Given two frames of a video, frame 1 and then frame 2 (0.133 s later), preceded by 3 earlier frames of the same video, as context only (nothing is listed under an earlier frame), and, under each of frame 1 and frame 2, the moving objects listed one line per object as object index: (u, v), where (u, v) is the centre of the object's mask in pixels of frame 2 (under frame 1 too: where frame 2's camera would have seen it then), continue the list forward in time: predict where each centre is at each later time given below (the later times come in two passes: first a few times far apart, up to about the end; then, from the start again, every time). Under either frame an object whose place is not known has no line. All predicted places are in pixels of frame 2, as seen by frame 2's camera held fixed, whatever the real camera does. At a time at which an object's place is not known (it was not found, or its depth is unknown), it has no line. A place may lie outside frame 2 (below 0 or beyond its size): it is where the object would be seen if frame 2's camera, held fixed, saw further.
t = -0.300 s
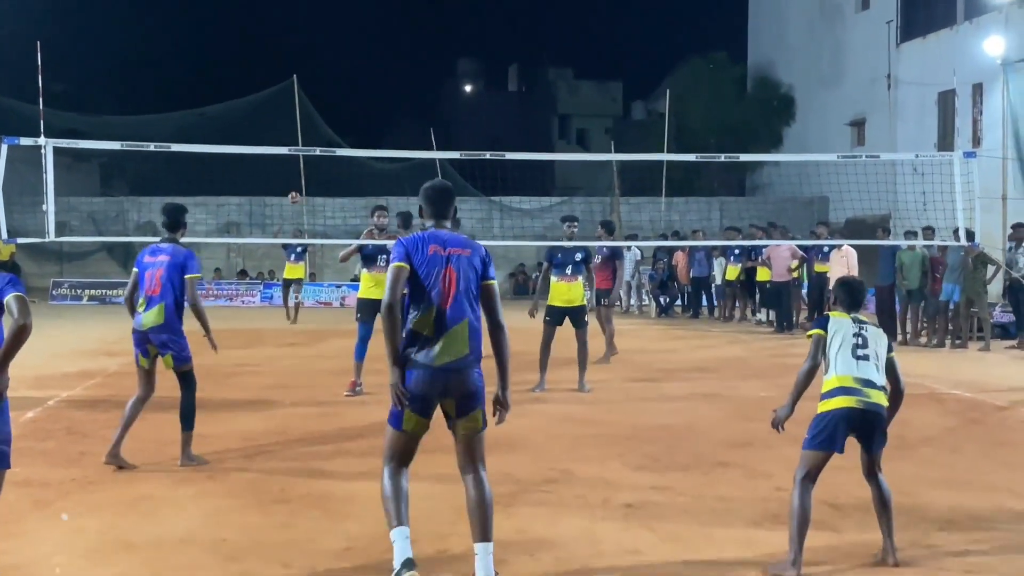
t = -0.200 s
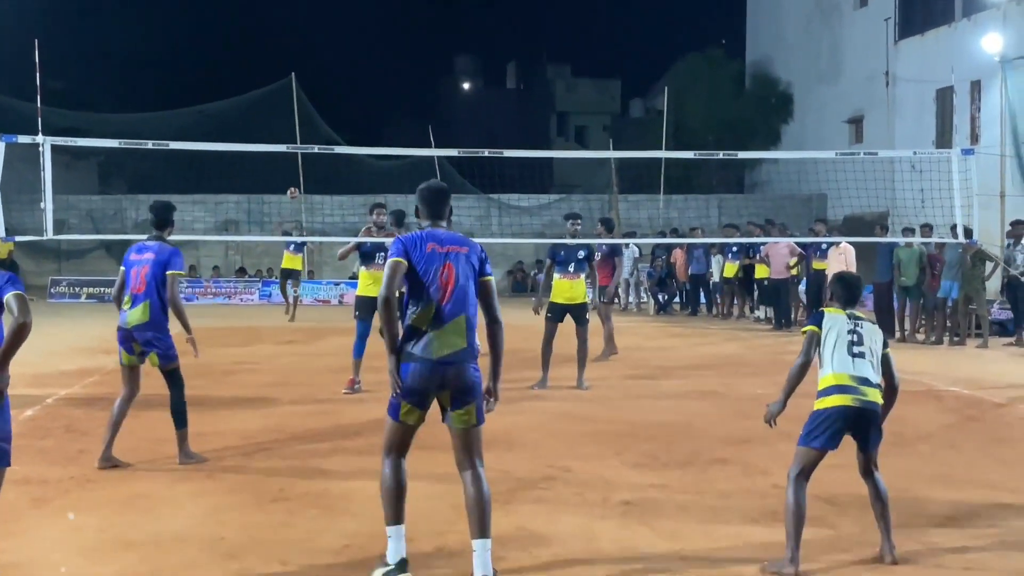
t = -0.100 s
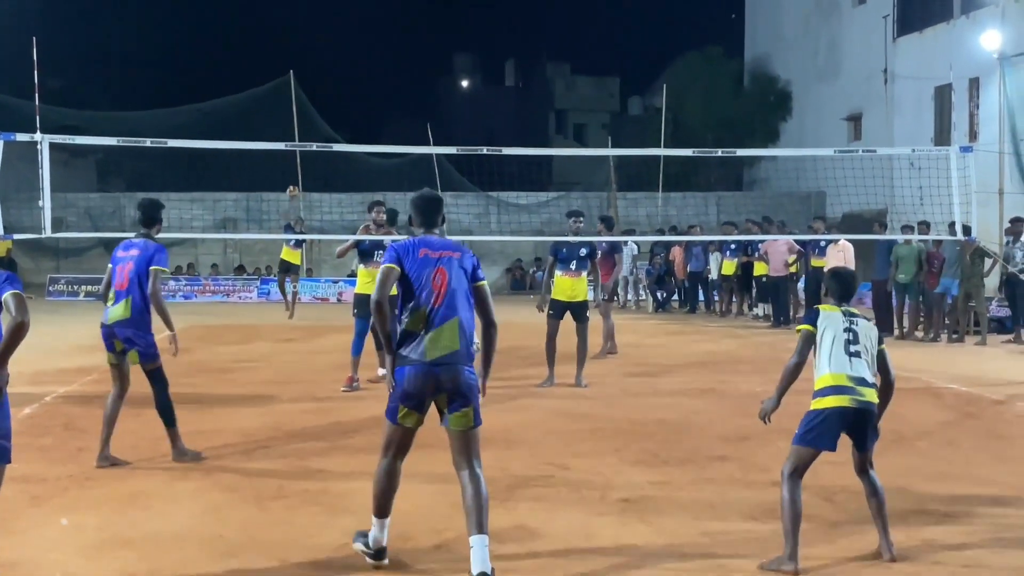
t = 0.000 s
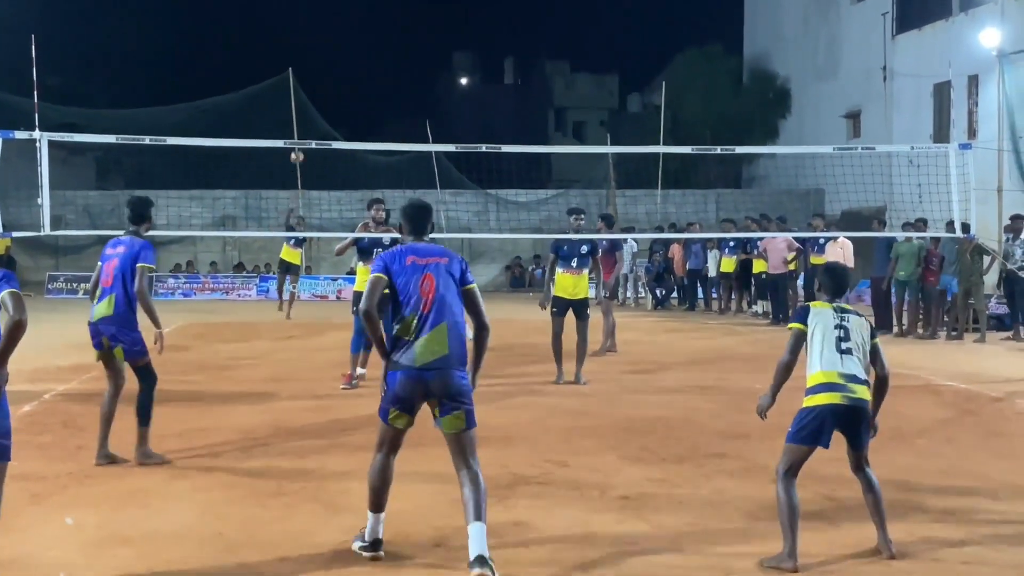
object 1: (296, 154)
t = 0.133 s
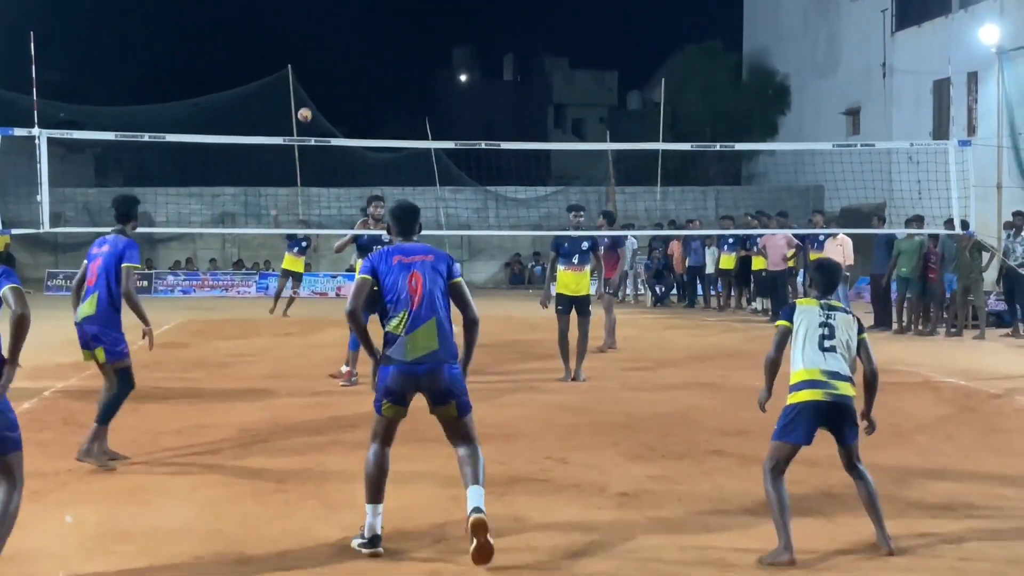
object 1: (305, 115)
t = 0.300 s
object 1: (320, 77)
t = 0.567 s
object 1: (363, 50)
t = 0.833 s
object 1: (429, 83)
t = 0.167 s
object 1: (307, 106)
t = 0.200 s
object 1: (310, 98)
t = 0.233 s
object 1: (313, 90)
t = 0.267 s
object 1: (316, 83)
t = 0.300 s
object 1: (320, 77)
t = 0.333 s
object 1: (324, 71)
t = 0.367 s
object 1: (328, 66)
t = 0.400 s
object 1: (333, 62)
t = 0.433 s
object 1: (338, 59)
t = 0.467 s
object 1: (343, 56)
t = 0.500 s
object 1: (350, 53)
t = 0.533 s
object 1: (356, 51)
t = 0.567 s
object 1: (363, 50)
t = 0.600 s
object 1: (370, 49)
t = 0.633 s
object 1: (378, 50)
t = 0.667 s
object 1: (385, 52)
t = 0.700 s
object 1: (393, 55)
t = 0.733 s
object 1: (402, 59)
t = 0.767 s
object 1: (410, 65)
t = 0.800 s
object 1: (419, 73)
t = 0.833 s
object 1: (429, 83)
